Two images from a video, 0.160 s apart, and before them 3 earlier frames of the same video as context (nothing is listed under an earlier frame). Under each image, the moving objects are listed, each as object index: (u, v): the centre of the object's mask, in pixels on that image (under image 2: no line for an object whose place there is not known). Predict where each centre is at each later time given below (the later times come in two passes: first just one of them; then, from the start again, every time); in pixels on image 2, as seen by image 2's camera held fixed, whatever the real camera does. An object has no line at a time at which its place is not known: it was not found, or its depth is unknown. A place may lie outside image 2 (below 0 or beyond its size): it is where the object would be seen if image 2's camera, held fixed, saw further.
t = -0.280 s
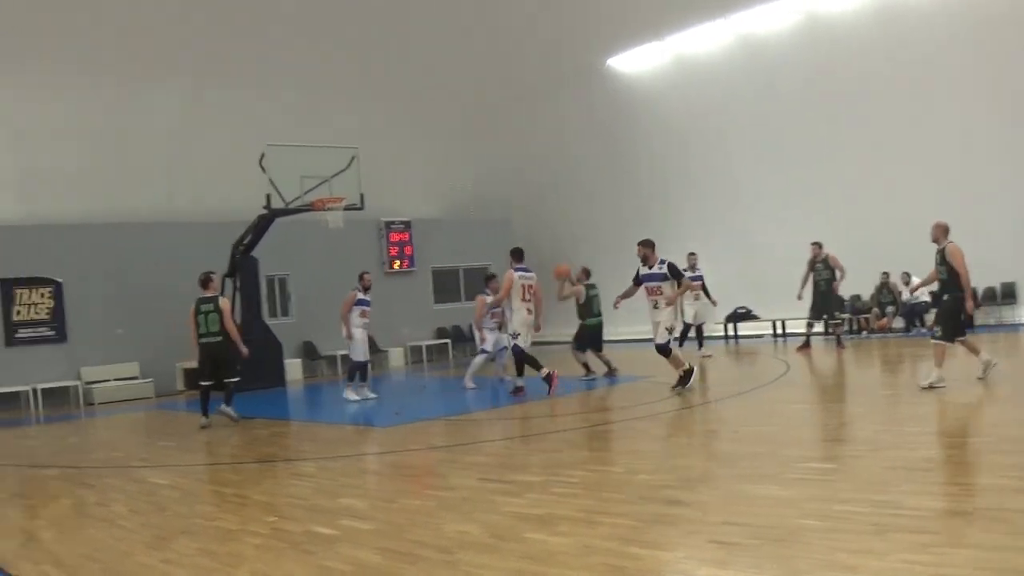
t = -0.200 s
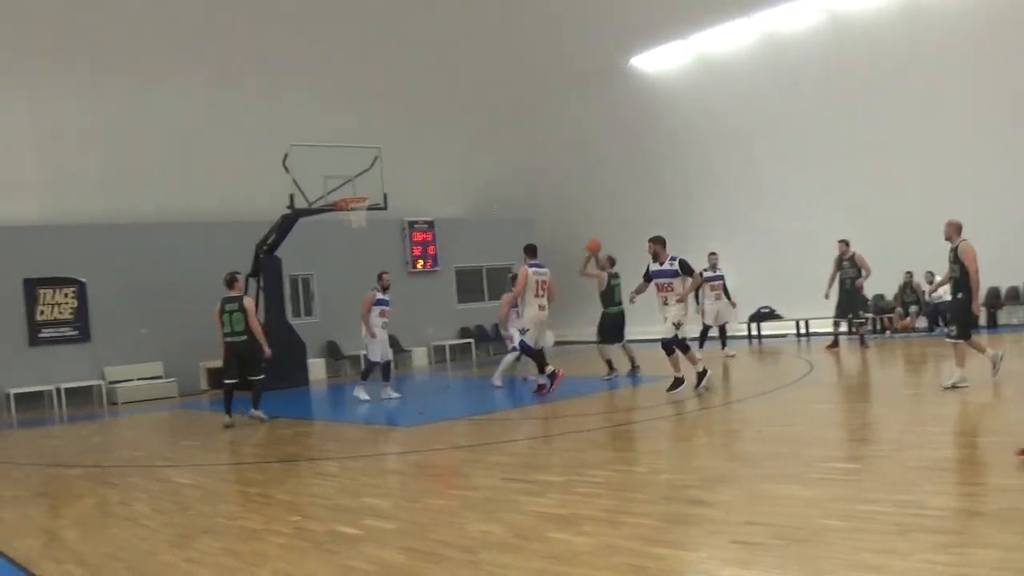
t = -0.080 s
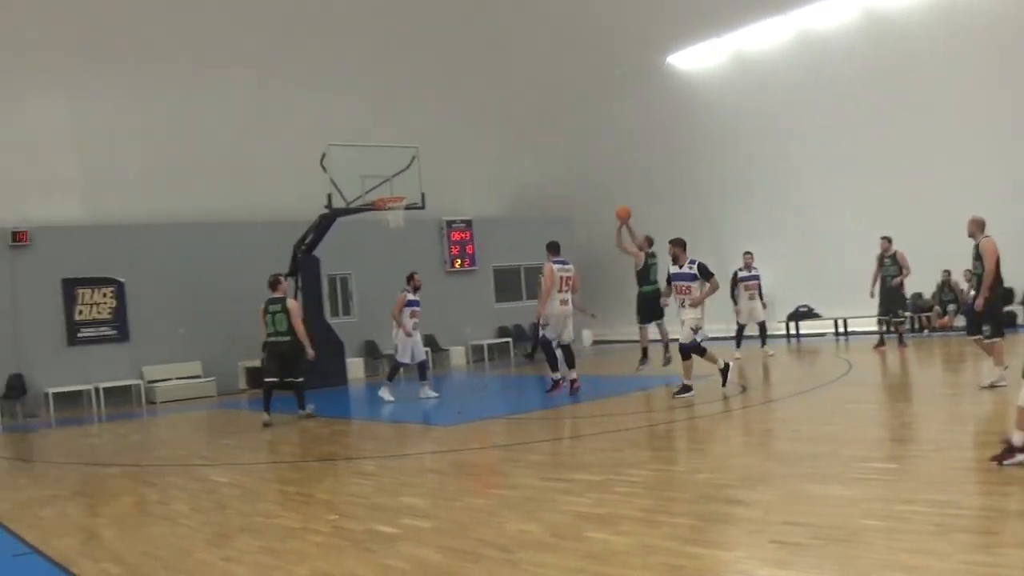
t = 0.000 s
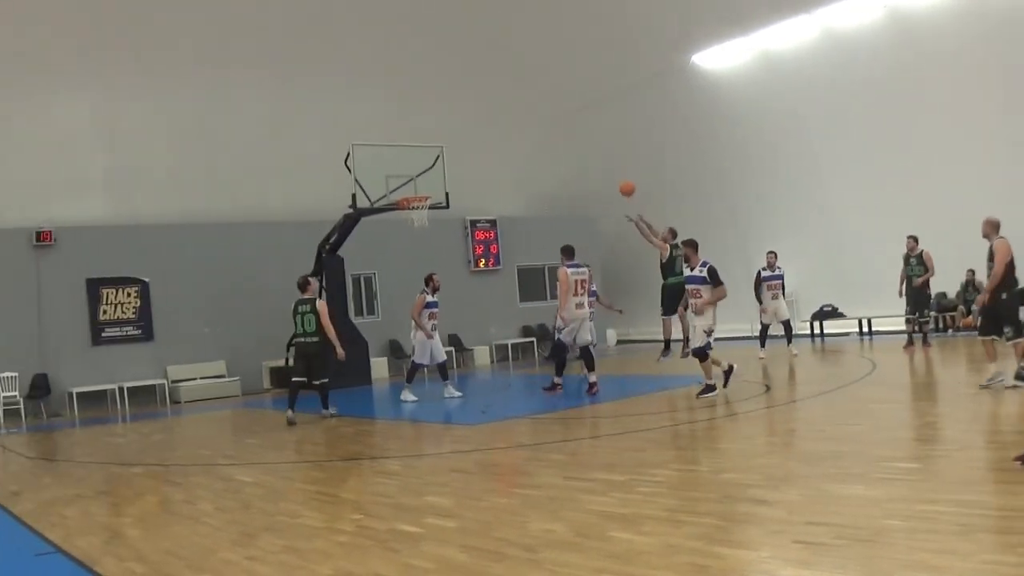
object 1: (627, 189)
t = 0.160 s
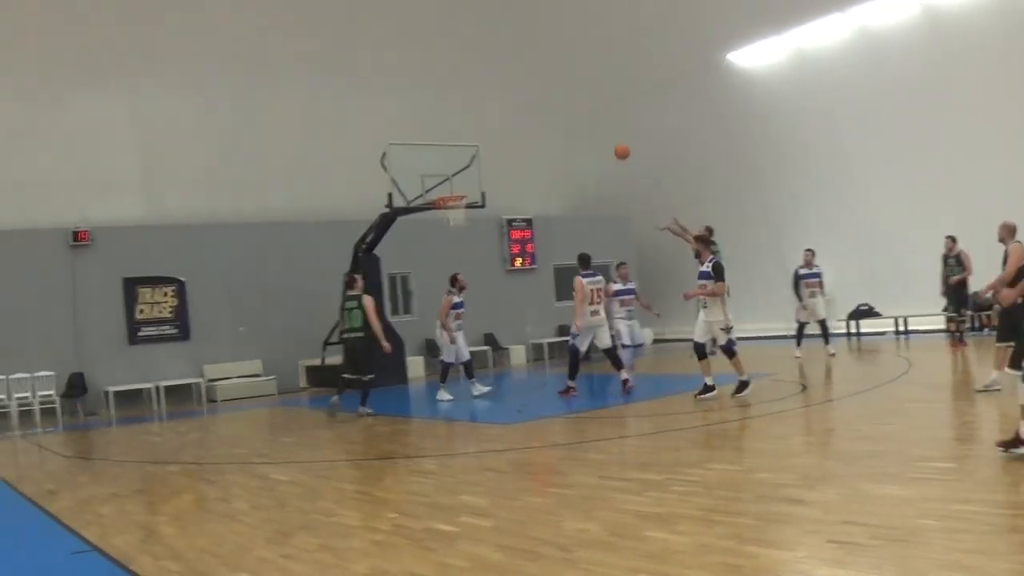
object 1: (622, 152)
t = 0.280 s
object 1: (607, 133)
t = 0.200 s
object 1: (616, 144)
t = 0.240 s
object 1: (611, 139)
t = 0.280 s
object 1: (607, 133)
